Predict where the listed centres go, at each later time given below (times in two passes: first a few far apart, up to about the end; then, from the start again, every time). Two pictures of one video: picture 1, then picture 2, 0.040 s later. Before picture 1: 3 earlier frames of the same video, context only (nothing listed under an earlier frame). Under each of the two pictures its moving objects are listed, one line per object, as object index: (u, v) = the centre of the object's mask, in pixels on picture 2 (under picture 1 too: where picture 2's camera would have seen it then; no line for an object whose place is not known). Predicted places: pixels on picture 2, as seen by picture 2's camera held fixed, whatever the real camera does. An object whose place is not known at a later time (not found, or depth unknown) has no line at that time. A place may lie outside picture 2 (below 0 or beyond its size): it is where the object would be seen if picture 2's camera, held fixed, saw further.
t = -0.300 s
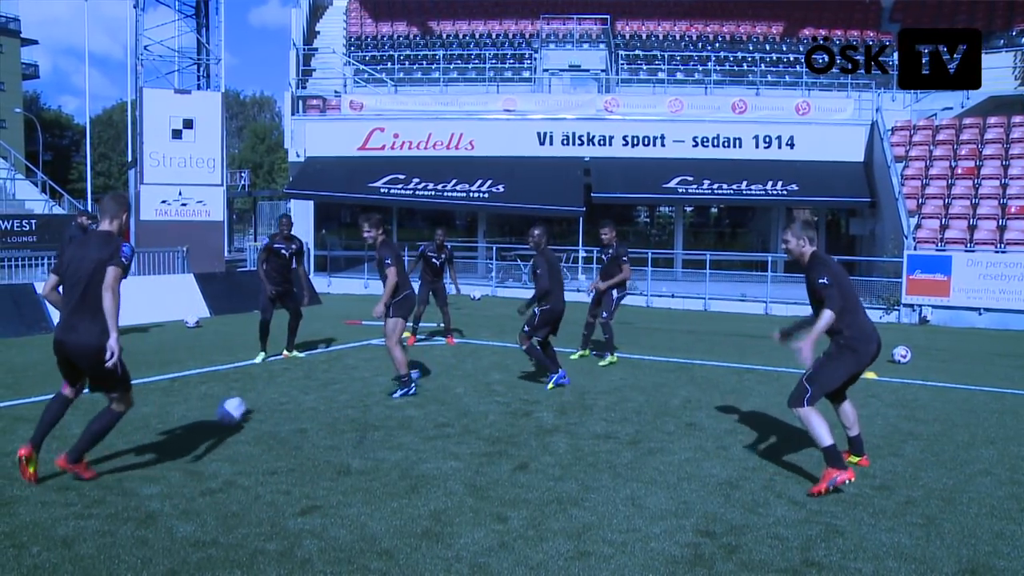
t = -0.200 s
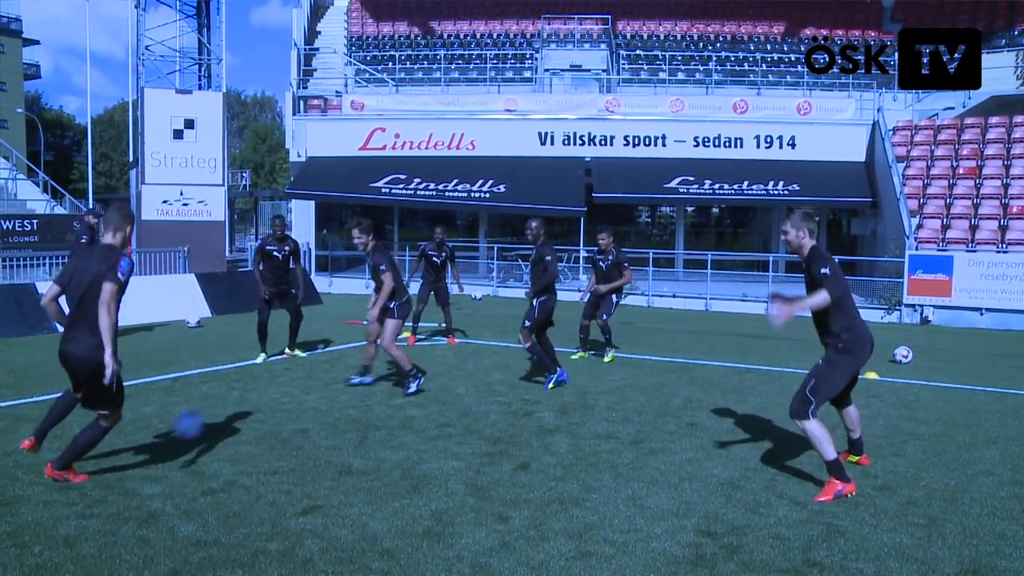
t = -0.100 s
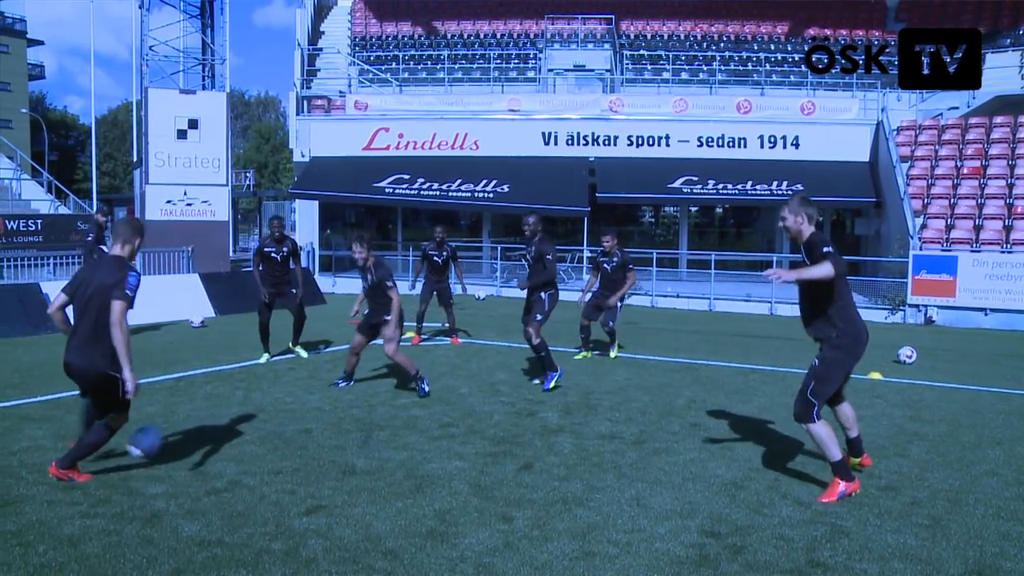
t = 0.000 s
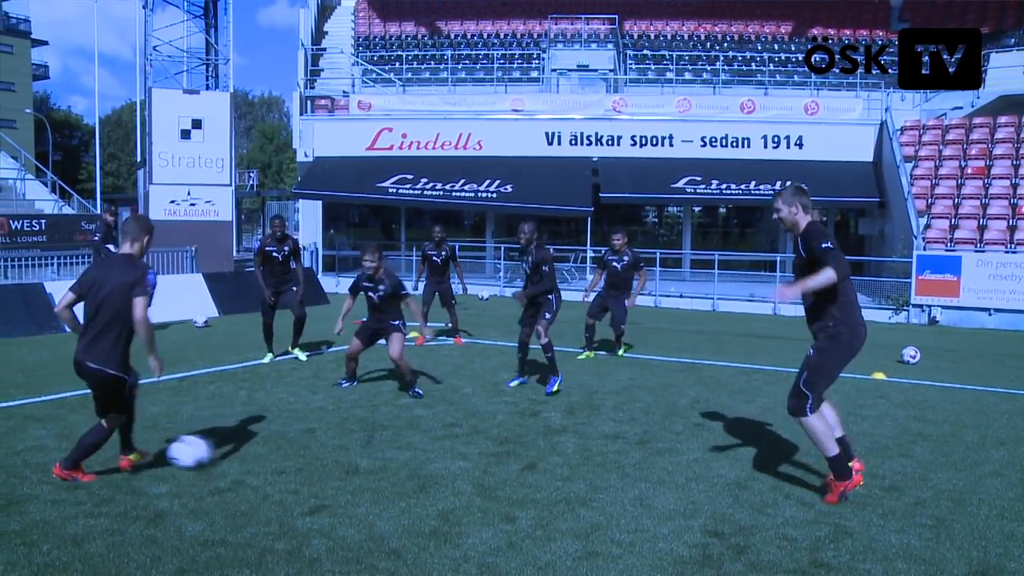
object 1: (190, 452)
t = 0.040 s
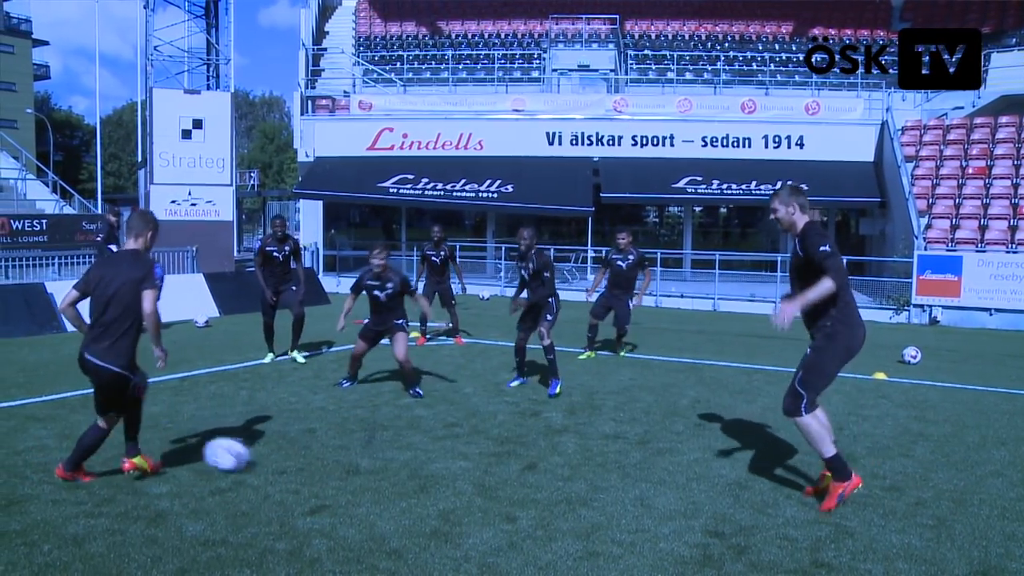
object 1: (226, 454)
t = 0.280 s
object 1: (441, 477)
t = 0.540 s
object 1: (659, 497)
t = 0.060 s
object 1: (245, 456)
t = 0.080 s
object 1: (264, 458)
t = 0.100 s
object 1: (284, 461)
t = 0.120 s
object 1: (301, 464)
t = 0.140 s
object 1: (318, 465)
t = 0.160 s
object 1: (335, 465)
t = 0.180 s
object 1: (352, 466)
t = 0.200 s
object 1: (370, 468)
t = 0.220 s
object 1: (387, 470)
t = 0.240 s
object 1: (404, 473)
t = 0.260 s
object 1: (423, 475)
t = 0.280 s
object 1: (441, 477)
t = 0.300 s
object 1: (457, 478)
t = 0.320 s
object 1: (473, 479)
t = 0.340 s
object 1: (490, 480)
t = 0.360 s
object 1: (507, 482)
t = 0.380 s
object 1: (523, 484)
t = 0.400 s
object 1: (542, 487)
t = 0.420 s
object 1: (559, 488)
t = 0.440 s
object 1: (575, 490)
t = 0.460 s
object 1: (592, 491)
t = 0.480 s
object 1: (608, 493)
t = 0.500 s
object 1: (625, 494)
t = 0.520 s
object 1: (642, 495)
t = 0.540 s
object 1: (659, 497)
